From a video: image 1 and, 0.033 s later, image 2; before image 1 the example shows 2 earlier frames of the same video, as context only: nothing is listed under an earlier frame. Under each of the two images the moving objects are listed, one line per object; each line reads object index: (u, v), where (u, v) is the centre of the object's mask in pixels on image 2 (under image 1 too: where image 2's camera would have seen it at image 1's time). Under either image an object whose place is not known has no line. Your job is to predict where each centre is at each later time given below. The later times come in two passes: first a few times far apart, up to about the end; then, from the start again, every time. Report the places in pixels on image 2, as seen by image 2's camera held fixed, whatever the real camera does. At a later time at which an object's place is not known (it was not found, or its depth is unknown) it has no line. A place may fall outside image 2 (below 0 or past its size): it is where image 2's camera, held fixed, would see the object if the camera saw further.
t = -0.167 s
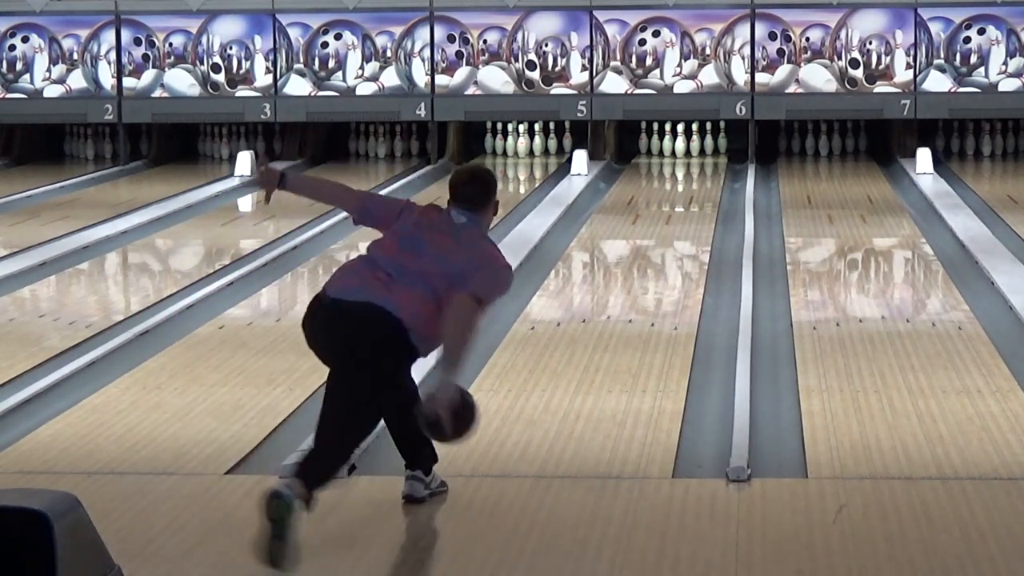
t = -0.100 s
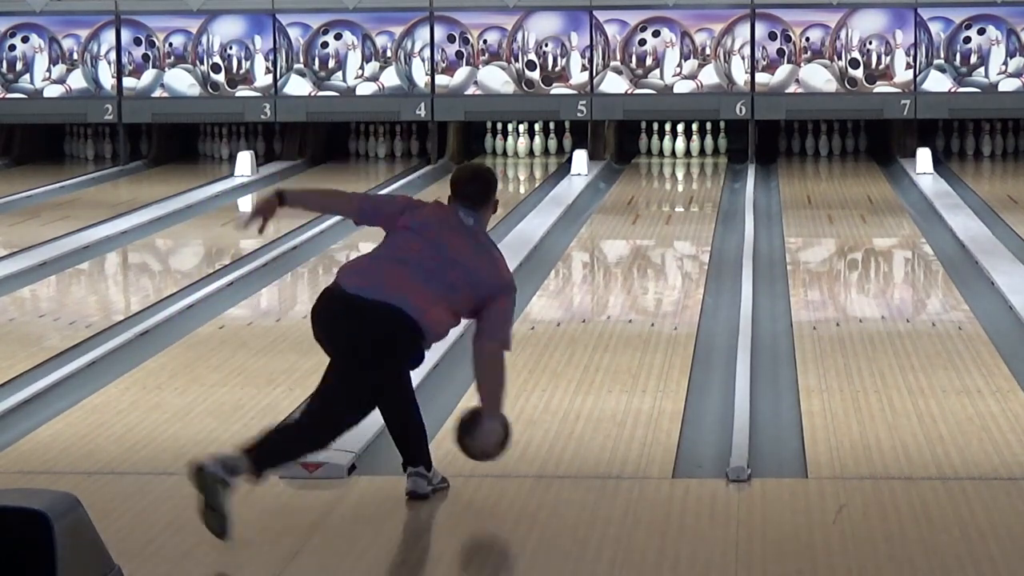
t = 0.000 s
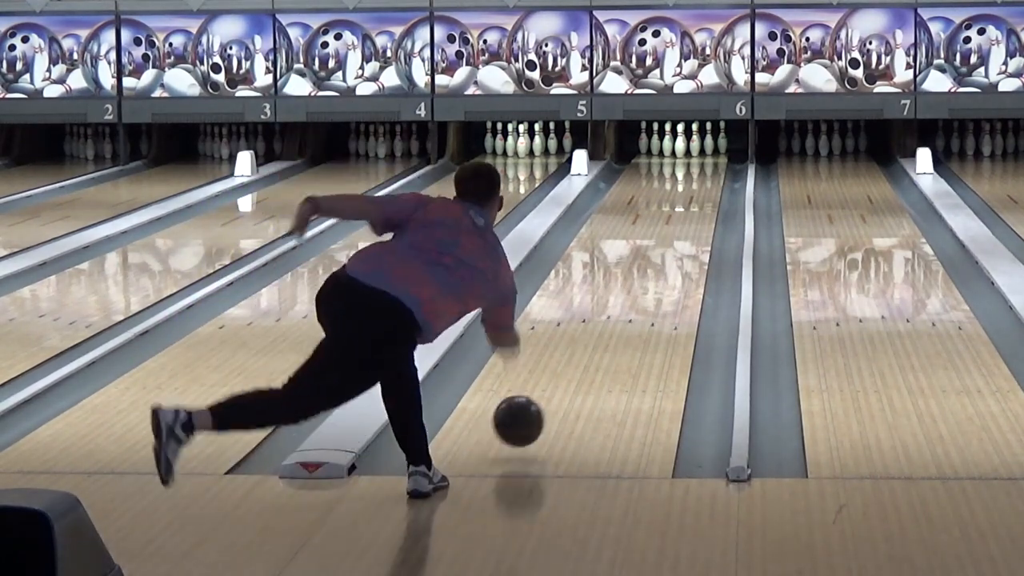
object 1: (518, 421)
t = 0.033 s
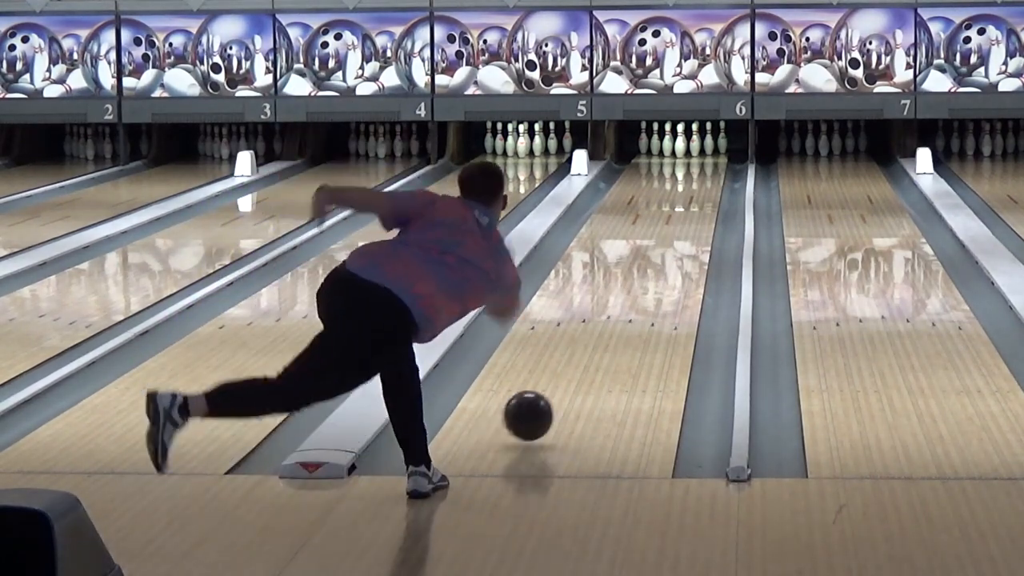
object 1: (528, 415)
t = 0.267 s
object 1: (583, 352)
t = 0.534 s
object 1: (626, 295)
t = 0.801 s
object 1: (657, 254)
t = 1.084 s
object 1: (680, 221)
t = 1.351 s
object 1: (694, 197)
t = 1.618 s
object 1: (701, 178)
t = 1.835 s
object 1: (701, 165)
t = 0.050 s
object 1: (533, 414)
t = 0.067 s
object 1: (537, 409)
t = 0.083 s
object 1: (542, 403)
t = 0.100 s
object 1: (546, 398)
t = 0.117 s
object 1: (550, 394)
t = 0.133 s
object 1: (554, 388)
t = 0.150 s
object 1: (558, 383)
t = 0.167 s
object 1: (562, 378)
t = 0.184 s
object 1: (566, 373)
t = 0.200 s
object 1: (569, 369)
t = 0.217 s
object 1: (573, 364)
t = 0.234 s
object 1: (576, 360)
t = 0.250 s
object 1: (579, 356)
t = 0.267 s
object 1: (583, 352)
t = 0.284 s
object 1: (586, 347)
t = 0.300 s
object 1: (589, 343)
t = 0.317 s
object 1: (592, 339)
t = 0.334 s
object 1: (595, 335)
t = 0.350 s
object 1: (598, 332)
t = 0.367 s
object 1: (601, 328)
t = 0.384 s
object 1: (604, 324)
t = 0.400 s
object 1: (606, 321)
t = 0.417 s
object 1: (609, 317)
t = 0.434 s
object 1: (612, 314)
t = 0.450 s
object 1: (614, 311)
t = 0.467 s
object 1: (617, 307)
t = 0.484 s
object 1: (619, 304)
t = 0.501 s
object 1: (622, 301)
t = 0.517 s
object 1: (624, 298)
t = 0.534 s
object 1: (626, 295)
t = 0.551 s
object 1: (629, 292)
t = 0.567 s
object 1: (631, 289)
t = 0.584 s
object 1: (633, 287)
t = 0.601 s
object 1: (635, 284)
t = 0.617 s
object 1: (637, 281)
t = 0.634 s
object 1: (639, 279)
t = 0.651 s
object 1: (641, 276)
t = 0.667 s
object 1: (643, 273)
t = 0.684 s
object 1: (645, 271)
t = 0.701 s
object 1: (646, 268)
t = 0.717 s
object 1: (648, 266)
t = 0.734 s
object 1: (650, 264)
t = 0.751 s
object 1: (652, 261)
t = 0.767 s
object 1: (654, 259)
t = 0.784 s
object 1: (655, 256)
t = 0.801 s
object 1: (657, 254)
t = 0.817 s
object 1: (659, 252)
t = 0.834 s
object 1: (660, 250)
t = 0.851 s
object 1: (662, 247)
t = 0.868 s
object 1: (663, 245)
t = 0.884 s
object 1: (665, 243)
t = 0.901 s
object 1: (666, 241)
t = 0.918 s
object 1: (668, 239)
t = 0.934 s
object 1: (669, 237)
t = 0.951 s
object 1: (670, 235)
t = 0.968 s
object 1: (672, 233)
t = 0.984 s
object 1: (673, 232)
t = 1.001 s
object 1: (674, 230)
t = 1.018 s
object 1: (676, 228)
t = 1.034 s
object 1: (677, 226)
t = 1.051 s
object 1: (678, 224)
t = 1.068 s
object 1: (679, 223)
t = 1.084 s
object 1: (680, 221)
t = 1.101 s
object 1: (681, 219)
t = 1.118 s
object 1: (682, 218)
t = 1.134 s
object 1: (683, 216)
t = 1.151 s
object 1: (685, 214)
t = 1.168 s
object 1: (686, 213)
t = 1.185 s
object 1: (687, 211)
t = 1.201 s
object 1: (687, 210)
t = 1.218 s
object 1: (688, 208)
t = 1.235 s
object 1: (689, 207)
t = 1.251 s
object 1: (690, 205)
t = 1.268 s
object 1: (691, 204)
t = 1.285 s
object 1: (692, 202)
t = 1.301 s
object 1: (692, 201)
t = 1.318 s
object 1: (693, 199)
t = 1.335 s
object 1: (694, 198)
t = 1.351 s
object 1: (694, 197)
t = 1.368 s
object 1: (695, 196)
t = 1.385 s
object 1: (696, 194)
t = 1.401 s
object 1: (696, 193)
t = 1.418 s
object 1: (697, 192)
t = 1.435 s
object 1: (697, 190)
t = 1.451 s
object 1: (698, 189)
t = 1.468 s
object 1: (698, 188)
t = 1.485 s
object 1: (699, 187)
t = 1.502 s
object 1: (699, 186)
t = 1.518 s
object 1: (699, 184)
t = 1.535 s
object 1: (700, 183)
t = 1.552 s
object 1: (700, 182)
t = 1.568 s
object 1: (701, 181)
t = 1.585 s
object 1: (701, 180)
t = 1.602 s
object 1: (701, 179)
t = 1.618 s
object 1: (701, 178)
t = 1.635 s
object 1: (702, 176)
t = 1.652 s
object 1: (702, 175)
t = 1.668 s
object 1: (701, 174)
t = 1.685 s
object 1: (702, 173)
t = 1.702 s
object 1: (702, 172)
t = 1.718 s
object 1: (702, 171)
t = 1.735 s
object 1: (702, 171)
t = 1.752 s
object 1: (701, 170)
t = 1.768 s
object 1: (701, 169)
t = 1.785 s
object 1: (701, 168)
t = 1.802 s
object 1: (701, 167)
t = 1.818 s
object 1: (701, 166)
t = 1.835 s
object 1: (701, 165)
